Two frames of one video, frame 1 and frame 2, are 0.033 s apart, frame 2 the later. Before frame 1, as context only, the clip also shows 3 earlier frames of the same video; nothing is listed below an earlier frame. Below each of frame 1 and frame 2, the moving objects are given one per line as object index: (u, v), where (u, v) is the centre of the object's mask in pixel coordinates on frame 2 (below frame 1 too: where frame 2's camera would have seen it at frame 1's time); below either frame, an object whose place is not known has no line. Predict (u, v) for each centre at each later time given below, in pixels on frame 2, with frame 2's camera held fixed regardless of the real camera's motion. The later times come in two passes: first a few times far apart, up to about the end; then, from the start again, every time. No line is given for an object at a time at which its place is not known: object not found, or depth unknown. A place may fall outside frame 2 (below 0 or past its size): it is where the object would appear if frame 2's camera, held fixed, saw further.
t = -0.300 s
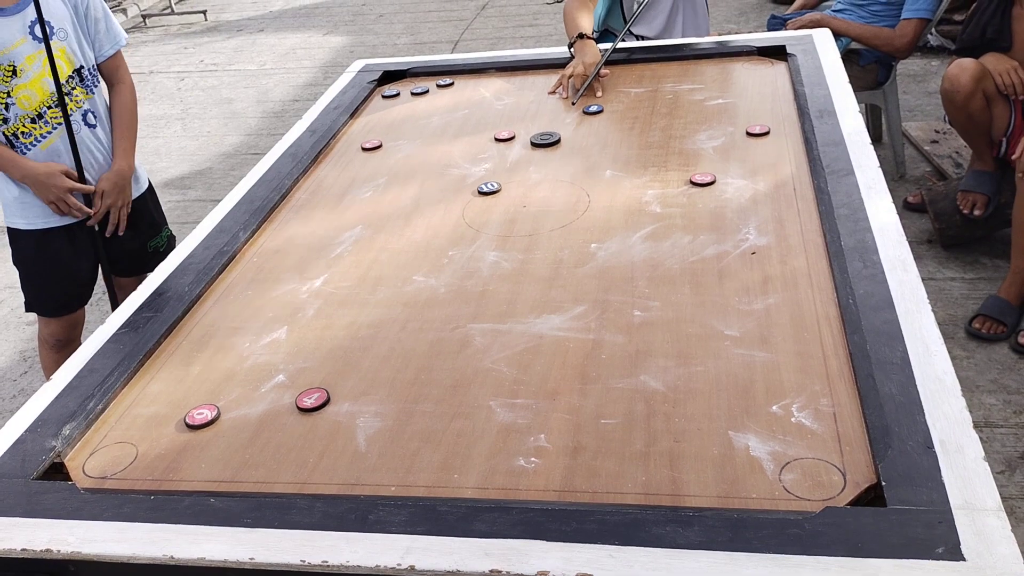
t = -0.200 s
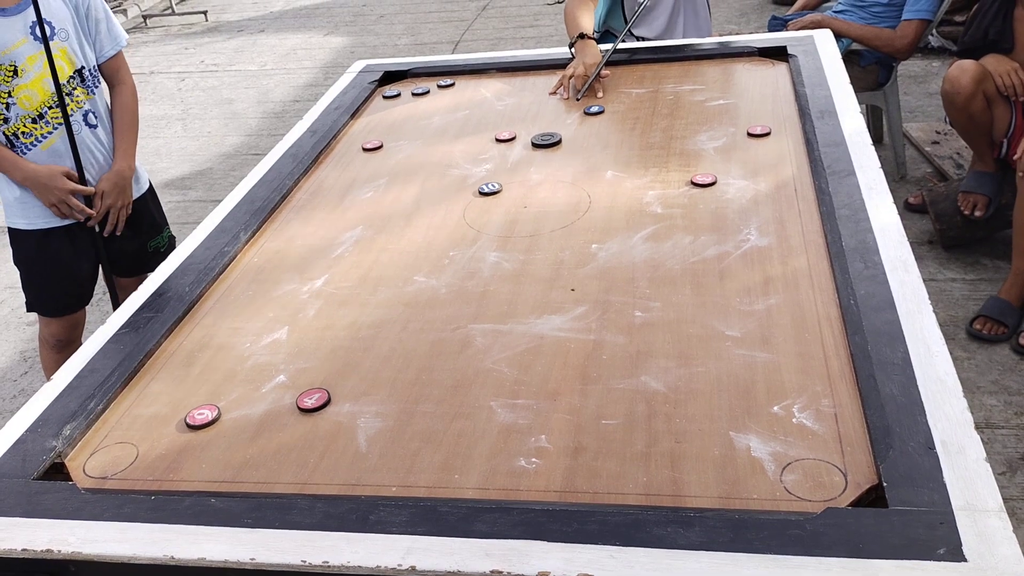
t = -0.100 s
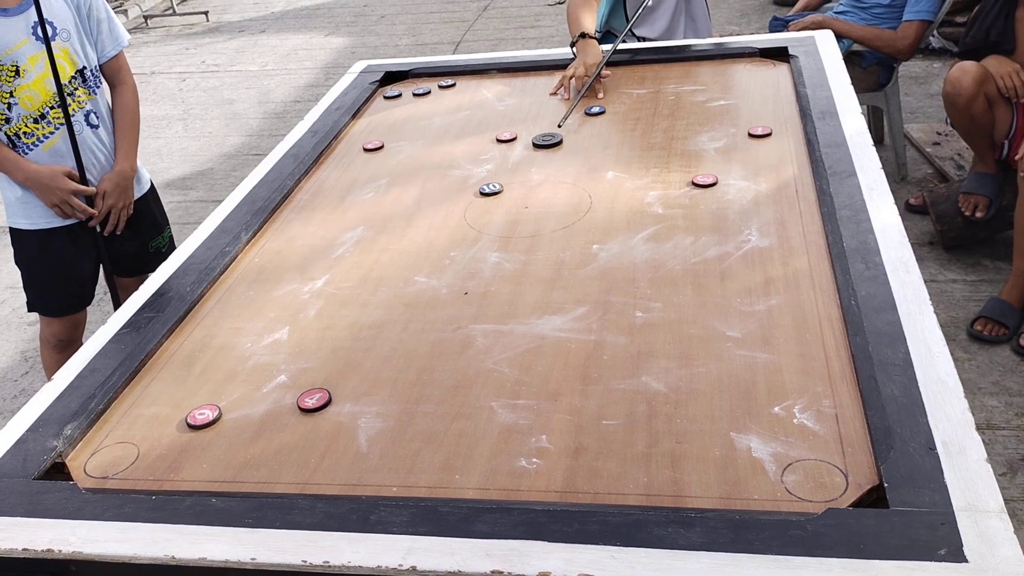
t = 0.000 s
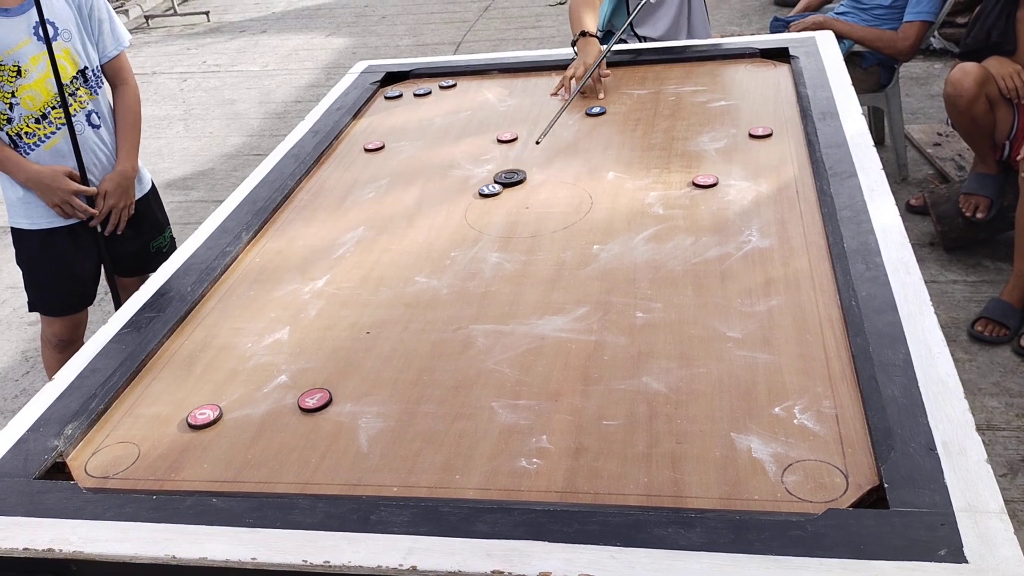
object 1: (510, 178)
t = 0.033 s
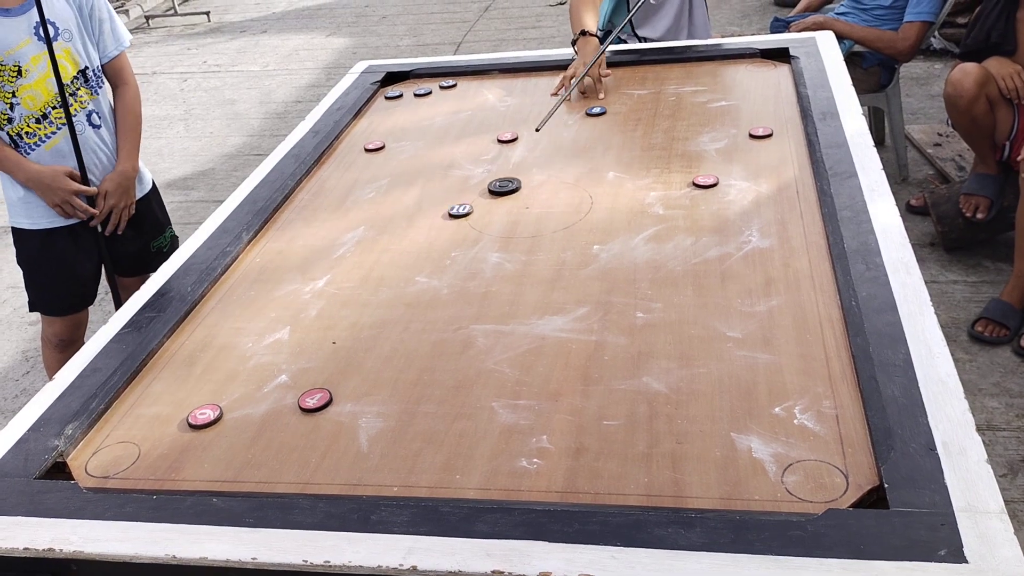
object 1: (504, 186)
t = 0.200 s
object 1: (474, 228)
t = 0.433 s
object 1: (429, 283)
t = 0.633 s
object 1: (391, 324)
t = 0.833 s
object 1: (361, 352)
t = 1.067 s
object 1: (346, 365)
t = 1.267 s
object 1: (342, 366)
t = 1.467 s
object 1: (342, 366)
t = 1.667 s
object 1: (342, 366)
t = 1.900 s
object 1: (342, 366)
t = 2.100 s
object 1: (342, 366)
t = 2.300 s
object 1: (342, 366)
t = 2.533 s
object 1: (342, 367)
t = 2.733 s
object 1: (342, 366)
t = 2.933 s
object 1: (342, 366)
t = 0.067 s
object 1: (498, 195)
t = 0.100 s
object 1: (492, 203)
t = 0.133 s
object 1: (486, 212)
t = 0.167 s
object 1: (480, 220)
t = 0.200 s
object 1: (474, 228)
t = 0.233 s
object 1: (468, 236)
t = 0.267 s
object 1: (462, 244)
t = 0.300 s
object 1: (455, 252)
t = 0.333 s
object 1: (449, 260)
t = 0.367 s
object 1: (442, 268)
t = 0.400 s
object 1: (436, 275)
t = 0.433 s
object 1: (429, 283)
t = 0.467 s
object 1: (423, 290)
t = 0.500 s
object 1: (416, 298)
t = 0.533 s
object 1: (410, 304)
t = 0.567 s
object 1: (404, 311)
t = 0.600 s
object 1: (397, 318)
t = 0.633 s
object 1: (391, 324)
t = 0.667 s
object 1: (385, 330)
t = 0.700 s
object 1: (379, 335)
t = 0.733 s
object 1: (374, 340)
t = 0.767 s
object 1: (369, 345)
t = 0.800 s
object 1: (365, 348)
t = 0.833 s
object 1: (361, 352)
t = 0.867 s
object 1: (358, 355)
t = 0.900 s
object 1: (355, 358)
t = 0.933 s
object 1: (353, 360)
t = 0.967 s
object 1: (351, 361)
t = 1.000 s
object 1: (349, 363)
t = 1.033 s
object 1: (347, 364)
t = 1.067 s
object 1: (346, 365)
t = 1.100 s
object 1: (344, 366)
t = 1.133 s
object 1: (343, 366)
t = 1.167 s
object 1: (342, 366)
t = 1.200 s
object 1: (342, 366)
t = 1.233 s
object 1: (342, 367)
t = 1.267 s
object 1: (342, 366)
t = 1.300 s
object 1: (342, 366)
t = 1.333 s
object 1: (342, 366)
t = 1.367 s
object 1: (342, 367)
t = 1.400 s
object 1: (342, 366)
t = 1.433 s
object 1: (342, 366)
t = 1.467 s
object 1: (342, 366)
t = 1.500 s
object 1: (342, 366)
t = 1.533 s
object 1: (342, 366)
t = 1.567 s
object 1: (342, 366)
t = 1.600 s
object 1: (342, 366)
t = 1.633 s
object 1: (342, 366)
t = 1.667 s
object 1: (342, 366)
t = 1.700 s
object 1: (342, 366)
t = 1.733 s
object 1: (342, 366)
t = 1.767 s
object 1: (342, 366)
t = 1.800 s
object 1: (342, 366)
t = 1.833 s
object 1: (342, 366)
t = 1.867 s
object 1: (342, 366)
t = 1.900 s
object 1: (342, 366)
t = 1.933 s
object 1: (342, 366)
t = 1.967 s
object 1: (342, 366)
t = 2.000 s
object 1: (342, 366)
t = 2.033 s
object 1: (342, 366)
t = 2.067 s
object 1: (342, 366)
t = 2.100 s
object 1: (342, 366)
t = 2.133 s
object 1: (342, 366)
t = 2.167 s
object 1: (342, 367)
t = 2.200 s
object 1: (342, 366)
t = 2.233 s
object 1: (342, 367)
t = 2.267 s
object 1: (342, 366)
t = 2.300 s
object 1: (342, 366)
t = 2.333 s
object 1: (342, 366)
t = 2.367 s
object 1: (342, 367)
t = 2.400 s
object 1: (342, 367)
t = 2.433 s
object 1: (342, 366)
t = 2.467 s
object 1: (342, 366)
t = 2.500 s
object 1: (342, 366)
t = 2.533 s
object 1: (342, 367)
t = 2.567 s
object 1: (342, 366)
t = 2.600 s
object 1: (342, 366)
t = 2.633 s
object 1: (342, 366)
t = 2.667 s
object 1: (342, 366)
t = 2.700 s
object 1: (342, 366)
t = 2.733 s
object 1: (342, 366)
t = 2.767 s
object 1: (342, 366)
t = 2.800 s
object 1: (342, 366)
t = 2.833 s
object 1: (342, 366)
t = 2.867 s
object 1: (342, 366)
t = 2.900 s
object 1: (342, 366)
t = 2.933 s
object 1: (342, 366)
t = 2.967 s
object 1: (342, 366)
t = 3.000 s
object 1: (342, 366)
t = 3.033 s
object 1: (342, 366)
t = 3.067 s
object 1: (342, 366)
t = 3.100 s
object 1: (342, 366)
